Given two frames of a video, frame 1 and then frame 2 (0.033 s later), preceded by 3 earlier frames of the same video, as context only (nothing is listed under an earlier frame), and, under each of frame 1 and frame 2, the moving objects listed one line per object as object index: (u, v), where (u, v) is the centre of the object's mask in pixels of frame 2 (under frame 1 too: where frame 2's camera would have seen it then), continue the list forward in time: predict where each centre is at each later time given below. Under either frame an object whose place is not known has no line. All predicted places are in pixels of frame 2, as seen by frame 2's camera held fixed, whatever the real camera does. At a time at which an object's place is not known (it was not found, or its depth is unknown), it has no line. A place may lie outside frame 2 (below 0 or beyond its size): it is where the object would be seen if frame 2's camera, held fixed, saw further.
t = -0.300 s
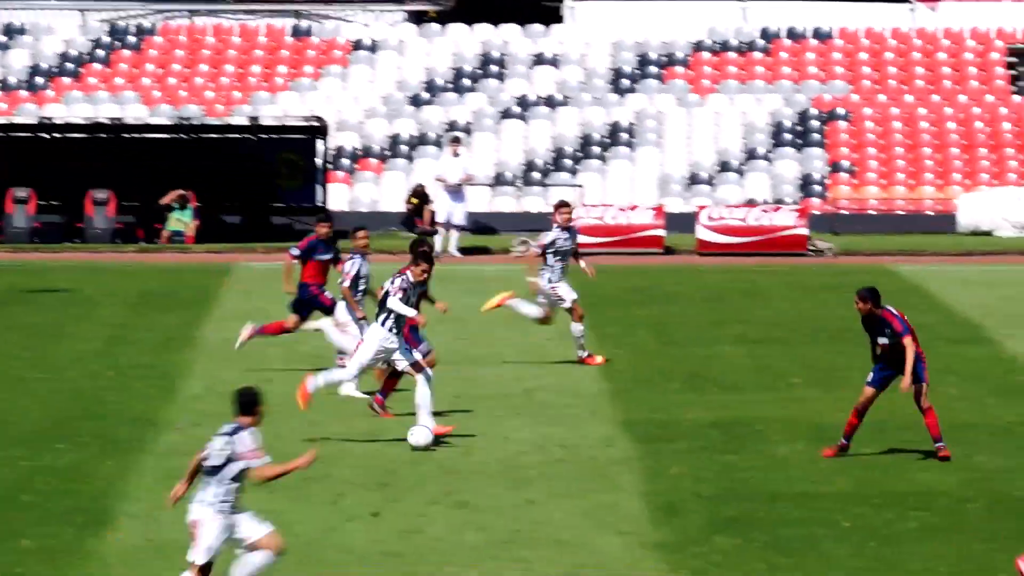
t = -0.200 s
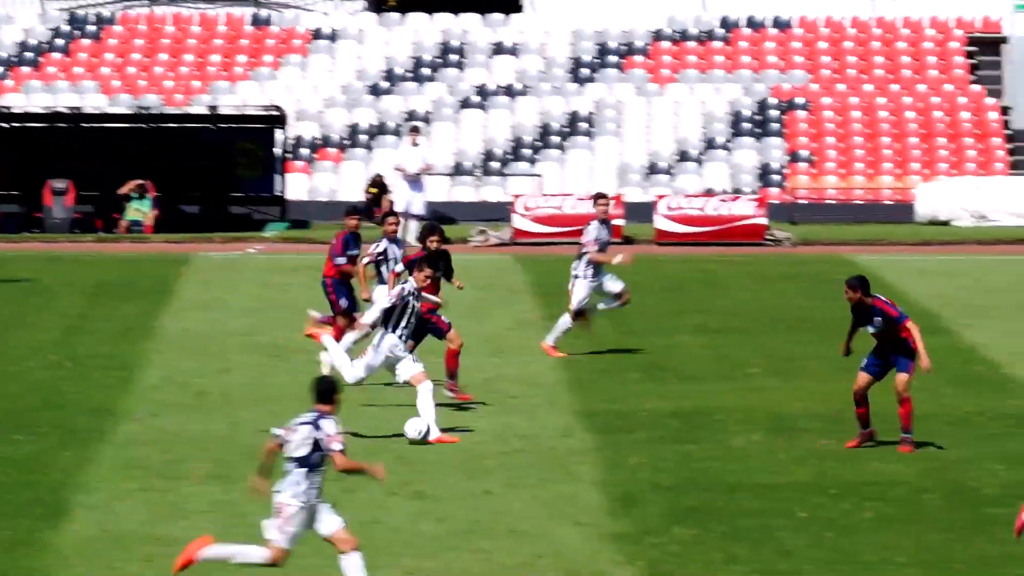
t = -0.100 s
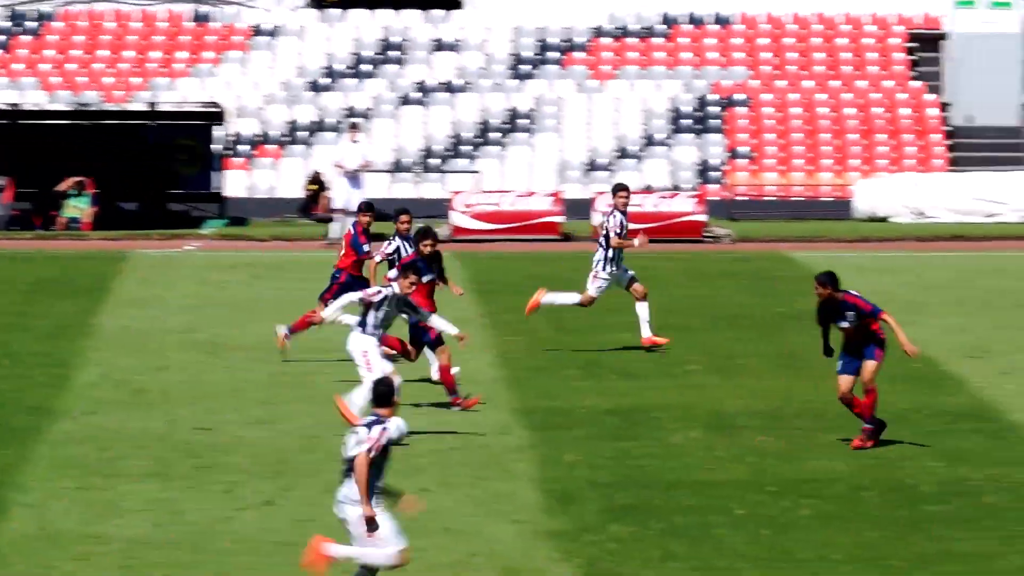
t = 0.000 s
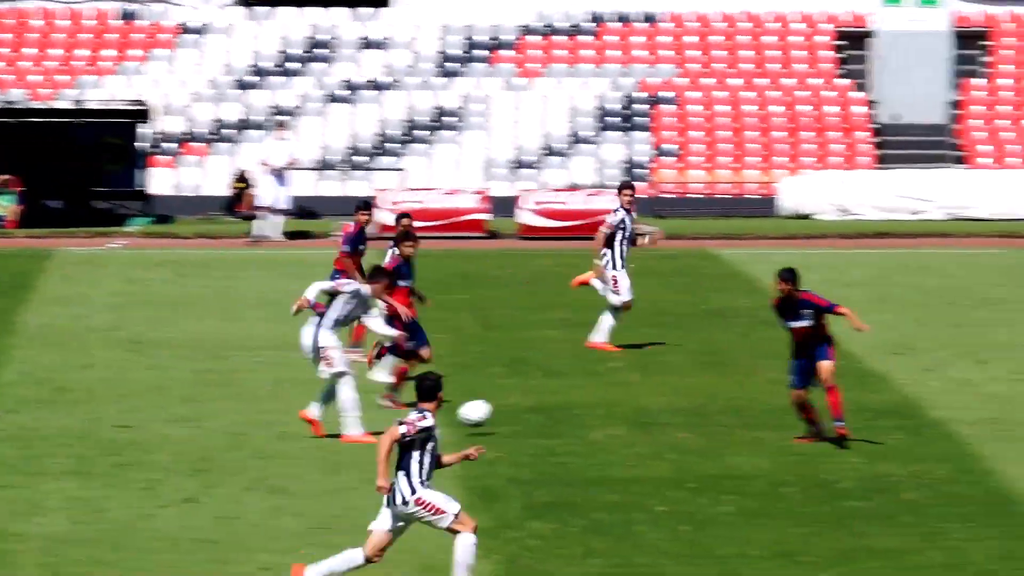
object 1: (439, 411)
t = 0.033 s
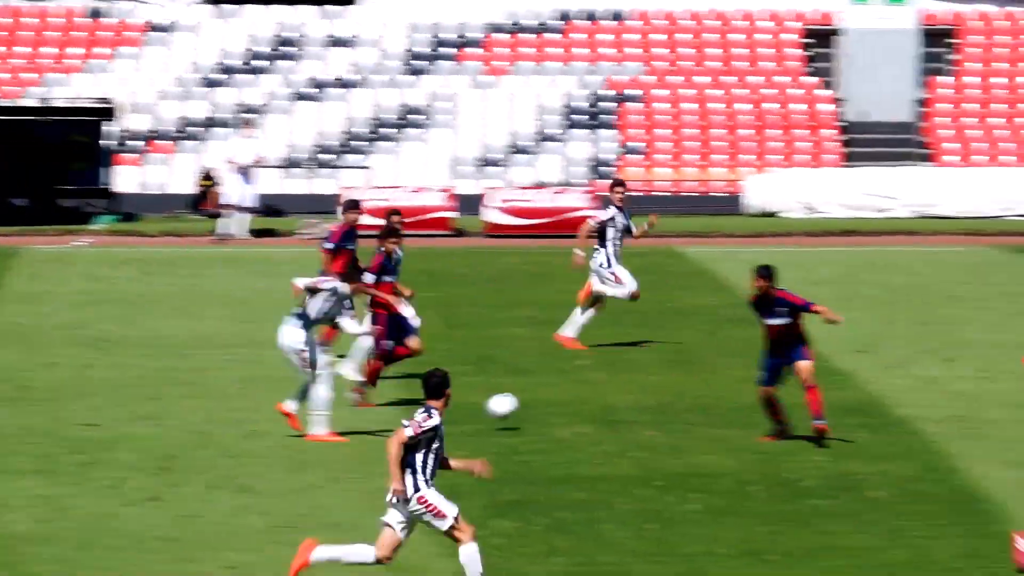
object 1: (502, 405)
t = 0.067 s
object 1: (561, 400)
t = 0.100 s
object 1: (621, 399)
